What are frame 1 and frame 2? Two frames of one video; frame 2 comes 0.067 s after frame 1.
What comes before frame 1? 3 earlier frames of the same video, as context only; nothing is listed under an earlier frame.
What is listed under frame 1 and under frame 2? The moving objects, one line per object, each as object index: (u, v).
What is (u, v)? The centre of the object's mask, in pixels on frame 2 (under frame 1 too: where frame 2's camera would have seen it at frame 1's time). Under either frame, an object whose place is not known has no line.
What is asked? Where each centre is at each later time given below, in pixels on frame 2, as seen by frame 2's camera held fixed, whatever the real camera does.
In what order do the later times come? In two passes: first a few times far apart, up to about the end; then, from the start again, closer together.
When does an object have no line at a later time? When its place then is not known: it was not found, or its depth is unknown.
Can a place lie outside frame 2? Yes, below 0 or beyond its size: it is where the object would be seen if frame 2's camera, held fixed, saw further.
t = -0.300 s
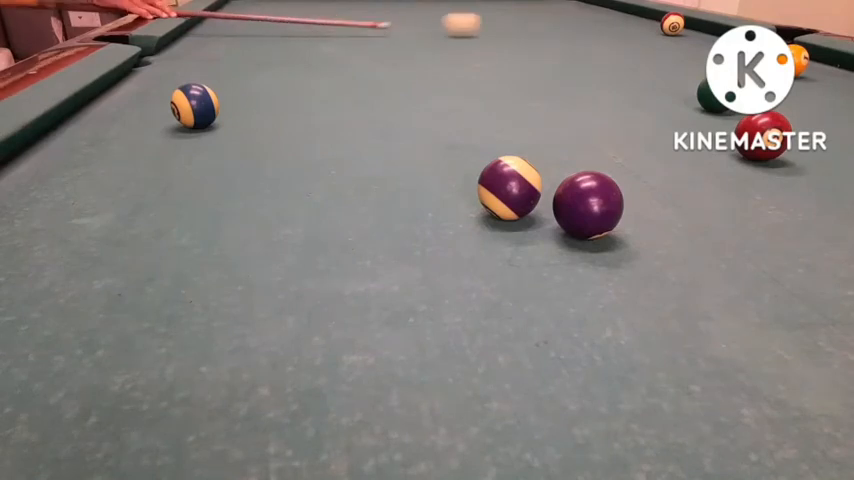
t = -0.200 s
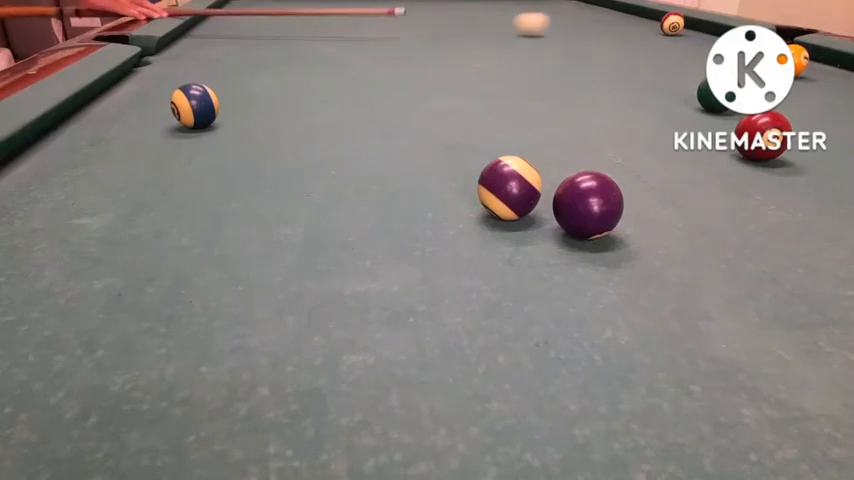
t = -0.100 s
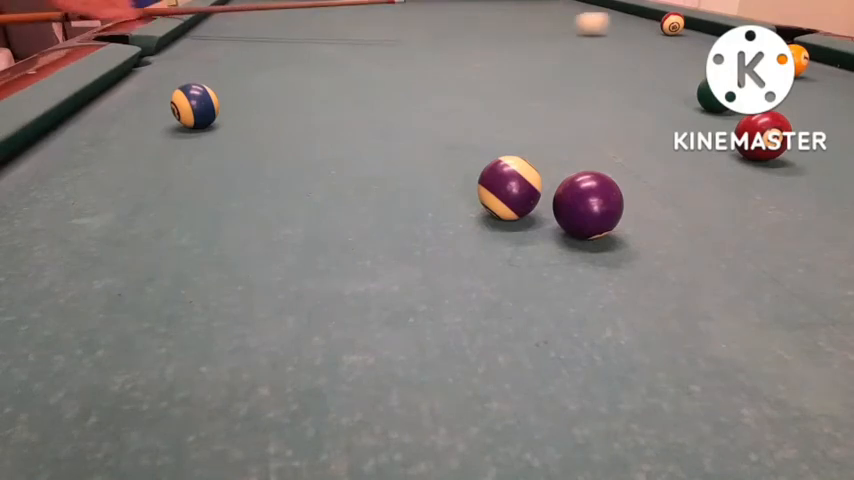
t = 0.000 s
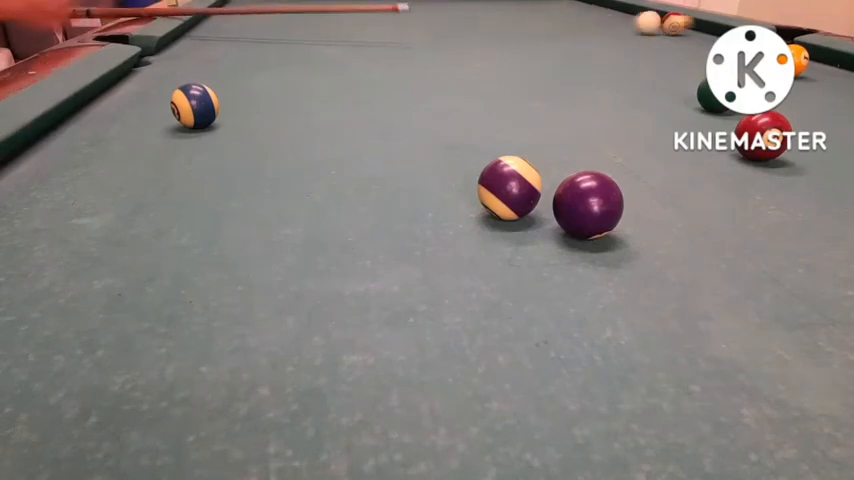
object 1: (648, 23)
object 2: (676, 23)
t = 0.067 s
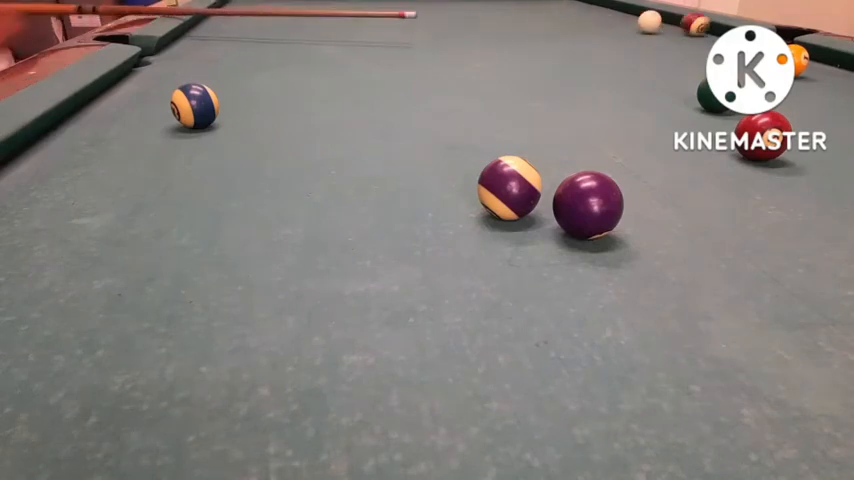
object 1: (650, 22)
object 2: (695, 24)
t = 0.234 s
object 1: (668, 16)
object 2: (659, 27)
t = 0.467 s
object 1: (654, 16)
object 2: (608, 30)
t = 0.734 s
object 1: (621, 14)
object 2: (547, 34)
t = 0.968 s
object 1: (597, 12)
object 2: (492, 38)
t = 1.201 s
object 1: (575, 10)
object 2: (436, 41)
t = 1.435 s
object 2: (376, 45)
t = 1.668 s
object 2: (315, 47)
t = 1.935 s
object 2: (242, 51)
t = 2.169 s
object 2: (176, 54)
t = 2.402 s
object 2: (182, 55)
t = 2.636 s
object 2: (215, 57)
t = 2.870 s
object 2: (247, 58)
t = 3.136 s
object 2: (279, 59)
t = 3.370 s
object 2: (306, 60)
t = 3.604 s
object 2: (329, 60)
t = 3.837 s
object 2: (352, 61)
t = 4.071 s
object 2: (371, 61)
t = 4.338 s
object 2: (390, 62)
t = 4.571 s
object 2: (404, 62)
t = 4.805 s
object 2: (417, 63)
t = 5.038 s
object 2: (426, 62)
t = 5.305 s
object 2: (435, 62)
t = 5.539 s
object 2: (439, 62)
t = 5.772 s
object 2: (442, 63)
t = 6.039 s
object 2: (442, 63)
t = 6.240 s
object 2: (442, 62)
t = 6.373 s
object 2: (442, 62)
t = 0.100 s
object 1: (651, 21)
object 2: (688, 24)
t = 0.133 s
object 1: (655, 21)
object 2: (681, 25)
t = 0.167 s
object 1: (656, 19)
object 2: (674, 25)
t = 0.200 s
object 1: (660, 15)
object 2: (667, 26)
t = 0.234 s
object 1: (668, 16)
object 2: (659, 27)
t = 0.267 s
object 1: (670, 18)
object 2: (652, 28)
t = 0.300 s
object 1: (672, 18)
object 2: (645, 28)
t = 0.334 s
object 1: (672, 18)
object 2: (638, 28)
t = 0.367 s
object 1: (667, 17)
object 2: (630, 28)
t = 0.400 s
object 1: (663, 17)
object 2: (624, 29)
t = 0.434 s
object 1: (658, 17)
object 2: (615, 29)
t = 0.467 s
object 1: (654, 16)
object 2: (608, 30)
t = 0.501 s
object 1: (650, 16)
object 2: (600, 30)
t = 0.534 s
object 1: (645, 16)
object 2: (593, 32)
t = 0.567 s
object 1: (641, 15)
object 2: (585, 32)
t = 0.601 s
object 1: (637, 15)
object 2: (578, 32)
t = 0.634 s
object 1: (633, 15)
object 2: (571, 33)
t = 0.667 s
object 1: (629, 15)
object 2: (563, 34)
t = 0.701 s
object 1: (625, 14)
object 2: (554, 34)
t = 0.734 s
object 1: (621, 14)
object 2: (547, 34)
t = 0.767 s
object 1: (618, 14)
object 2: (539, 34)
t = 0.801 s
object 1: (614, 14)
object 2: (532, 36)
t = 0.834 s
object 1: (611, 13)
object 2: (523, 36)
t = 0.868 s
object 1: (607, 13)
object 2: (516, 36)
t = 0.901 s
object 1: (603, 13)
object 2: (509, 37)
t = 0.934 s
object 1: (600, 12)
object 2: (501, 38)
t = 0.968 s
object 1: (597, 12)
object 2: (492, 38)
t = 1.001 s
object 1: (594, 12)
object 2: (484, 38)
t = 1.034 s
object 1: (590, 12)
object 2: (476, 38)
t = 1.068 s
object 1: (587, 11)
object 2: (468, 39)
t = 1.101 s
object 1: (584, 11)
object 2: (460, 40)
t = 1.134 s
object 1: (581, 11)
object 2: (451, 40)
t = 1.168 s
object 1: (578, 11)
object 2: (443, 41)
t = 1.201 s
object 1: (575, 10)
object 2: (436, 41)
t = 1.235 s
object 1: (572, 10)
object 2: (428, 42)
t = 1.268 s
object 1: (569, 9)
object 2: (418, 42)
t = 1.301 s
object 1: (566, 9)
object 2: (410, 42)
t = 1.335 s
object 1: (564, 9)
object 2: (402, 42)
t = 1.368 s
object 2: (393, 43)
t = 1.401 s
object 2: (385, 44)
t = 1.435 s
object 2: (376, 45)
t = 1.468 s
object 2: (368, 45)
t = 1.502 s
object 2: (359, 45)
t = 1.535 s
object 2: (351, 46)
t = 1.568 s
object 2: (342, 46)
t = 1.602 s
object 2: (332, 47)
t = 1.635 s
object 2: (324, 47)
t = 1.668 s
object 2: (315, 47)
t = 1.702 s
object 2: (306, 48)
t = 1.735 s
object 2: (297, 49)
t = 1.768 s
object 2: (289, 49)
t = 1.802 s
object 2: (279, 49)
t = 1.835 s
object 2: (270, 50)
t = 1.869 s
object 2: (262, 51)
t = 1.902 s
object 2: (252, 51)
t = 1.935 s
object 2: (242, 51)
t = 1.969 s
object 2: (233, 51)
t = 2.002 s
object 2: (223, 52)
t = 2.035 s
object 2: (214, 52)
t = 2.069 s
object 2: (204, 53)
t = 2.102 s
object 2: (195, 53)
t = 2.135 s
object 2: (186, 53)
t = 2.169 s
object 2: (176, 54)
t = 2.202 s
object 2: (166, 54)
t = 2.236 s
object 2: (158, 55)
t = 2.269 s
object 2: (162, 55)
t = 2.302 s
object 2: (167, 55)
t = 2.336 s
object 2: (171, 55)
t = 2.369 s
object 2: (176, 55)
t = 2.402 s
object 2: (182, 55)
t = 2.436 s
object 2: (187, 56)
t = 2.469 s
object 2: (191, 56)
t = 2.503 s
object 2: (196, 57)
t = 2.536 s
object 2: (201, 57)
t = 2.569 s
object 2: (206, 57)
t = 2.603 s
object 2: (210, 57)
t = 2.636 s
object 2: (215, 57)
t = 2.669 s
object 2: (219, 57)
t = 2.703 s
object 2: (224, 57)
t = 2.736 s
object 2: (229, 57)
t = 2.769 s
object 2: (233, 57)
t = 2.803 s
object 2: (238, 57)
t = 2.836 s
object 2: (242, 58)
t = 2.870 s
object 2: (247, 58)
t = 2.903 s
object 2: (251, 59)
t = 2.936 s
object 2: (255, 58)
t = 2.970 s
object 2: (259, 59)
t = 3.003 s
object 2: (263, 58)
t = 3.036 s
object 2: (267, 59)
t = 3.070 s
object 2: (271, 59)
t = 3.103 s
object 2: (275, 59)
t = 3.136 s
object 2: (279, 59)
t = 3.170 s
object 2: (283, 59)
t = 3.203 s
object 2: (287, 59)
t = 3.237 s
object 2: (290, 60)
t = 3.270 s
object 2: (294, 59)
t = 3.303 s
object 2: (298, 60)
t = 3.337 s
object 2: (301, 60)
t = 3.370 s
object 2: (306, 60)
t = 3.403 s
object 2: (310, 60)
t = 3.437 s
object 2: (312, 60)
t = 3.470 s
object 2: (316, 60)
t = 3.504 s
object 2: (319, 60)
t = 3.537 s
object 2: (323, 60)
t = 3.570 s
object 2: (326, 60)
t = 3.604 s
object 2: (329, 60)
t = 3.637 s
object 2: (333, 61)
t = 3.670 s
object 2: (336, 60)
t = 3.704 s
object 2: (339, 61)
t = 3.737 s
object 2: (343, 61)
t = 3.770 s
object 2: (346, 61)
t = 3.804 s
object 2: (349, 61)
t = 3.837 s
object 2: (352, 61)
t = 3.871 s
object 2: (354, 61)
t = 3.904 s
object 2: (357, 62)
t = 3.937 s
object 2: (360, 62)
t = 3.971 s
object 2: (363, 62)
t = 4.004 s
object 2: (365, 62)
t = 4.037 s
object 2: (368, 61)
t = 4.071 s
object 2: (371, 61)
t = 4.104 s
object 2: (373, 62)
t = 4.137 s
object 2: (376, 62)
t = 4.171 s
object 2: (378, 62)
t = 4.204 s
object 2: (381, 62)
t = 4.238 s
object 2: (383, 62)
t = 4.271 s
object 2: (385, 62)
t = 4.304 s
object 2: (388, 62)
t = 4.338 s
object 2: (390, 62)
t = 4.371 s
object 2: (392, 62)
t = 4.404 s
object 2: (394, 62)
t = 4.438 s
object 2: (396, 62)
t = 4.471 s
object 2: (398, 62)
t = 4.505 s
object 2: (400, 62)
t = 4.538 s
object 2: (402, 62)
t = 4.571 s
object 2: (404, 62)
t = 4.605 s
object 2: (406, 62)
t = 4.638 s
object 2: (408, 62)
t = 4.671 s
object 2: (410, 62)
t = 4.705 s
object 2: (412, 62)
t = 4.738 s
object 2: (414, 62)
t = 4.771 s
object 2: (415, 63)
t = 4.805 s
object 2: (417, 63)
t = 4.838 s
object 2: (419, 62)
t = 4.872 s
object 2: (420, 62)
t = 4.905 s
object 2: (421, 62)
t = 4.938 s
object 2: (423, 62)
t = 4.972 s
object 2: (424, 62)
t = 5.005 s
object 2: (425, 62)
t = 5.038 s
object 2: (426, 62)
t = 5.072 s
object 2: (428, 62)
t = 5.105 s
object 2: (429, 62)
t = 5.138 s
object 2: (430, 62)
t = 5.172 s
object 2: (431, 62)
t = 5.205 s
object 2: (432, 62)
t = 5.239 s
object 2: (433, 62)
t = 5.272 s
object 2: (434, 62)
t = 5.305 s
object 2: (435, 62)
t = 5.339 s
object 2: (436, 62)
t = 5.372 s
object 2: (436, 62)
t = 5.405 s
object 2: (437, 62)
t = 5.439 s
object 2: (438, 62)
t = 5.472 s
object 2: (438, 62)
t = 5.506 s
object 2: (439, 62)
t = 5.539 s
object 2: (439, 62)
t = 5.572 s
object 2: (440, 62)
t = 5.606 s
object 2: (440, 62)
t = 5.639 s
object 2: (441, 62)
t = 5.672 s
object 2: (441, 62)
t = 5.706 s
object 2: (441, 63)
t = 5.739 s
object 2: (441, 63)
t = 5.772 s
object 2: (442, 63)
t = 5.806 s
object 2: (442, 62)
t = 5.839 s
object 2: (442, 63)
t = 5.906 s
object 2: (442, 63)
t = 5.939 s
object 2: (442, 63)
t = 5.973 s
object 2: (442, 63)
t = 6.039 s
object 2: (442, 63)
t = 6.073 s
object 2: (442, 63)
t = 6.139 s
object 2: (442, 62)
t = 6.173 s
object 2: (442, 62)
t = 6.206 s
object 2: (442, 62)
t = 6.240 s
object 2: (442, 62)
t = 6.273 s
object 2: (442, 62)
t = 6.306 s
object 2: (442, 62)
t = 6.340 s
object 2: (442, 62)
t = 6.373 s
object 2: (442, 62)
